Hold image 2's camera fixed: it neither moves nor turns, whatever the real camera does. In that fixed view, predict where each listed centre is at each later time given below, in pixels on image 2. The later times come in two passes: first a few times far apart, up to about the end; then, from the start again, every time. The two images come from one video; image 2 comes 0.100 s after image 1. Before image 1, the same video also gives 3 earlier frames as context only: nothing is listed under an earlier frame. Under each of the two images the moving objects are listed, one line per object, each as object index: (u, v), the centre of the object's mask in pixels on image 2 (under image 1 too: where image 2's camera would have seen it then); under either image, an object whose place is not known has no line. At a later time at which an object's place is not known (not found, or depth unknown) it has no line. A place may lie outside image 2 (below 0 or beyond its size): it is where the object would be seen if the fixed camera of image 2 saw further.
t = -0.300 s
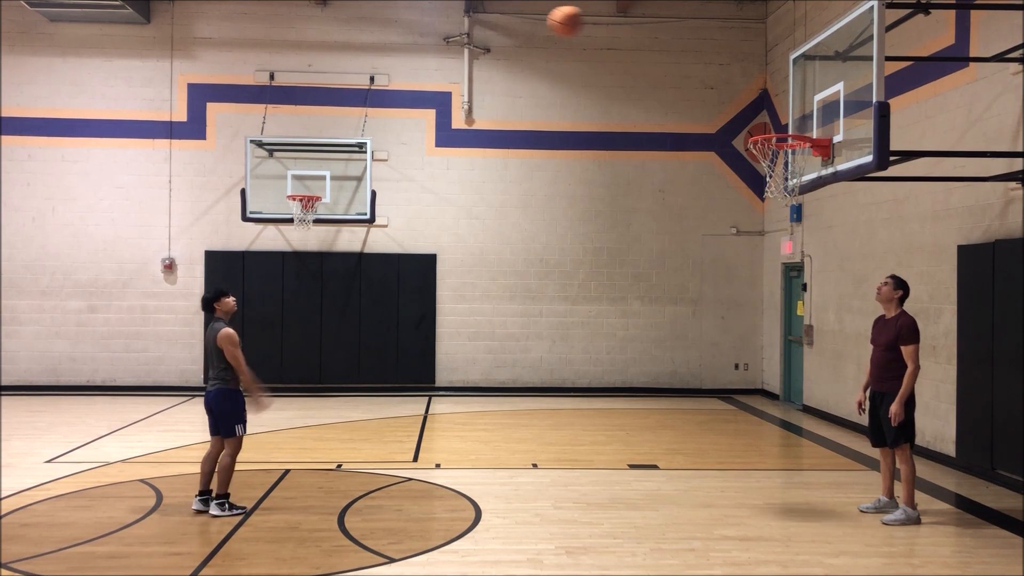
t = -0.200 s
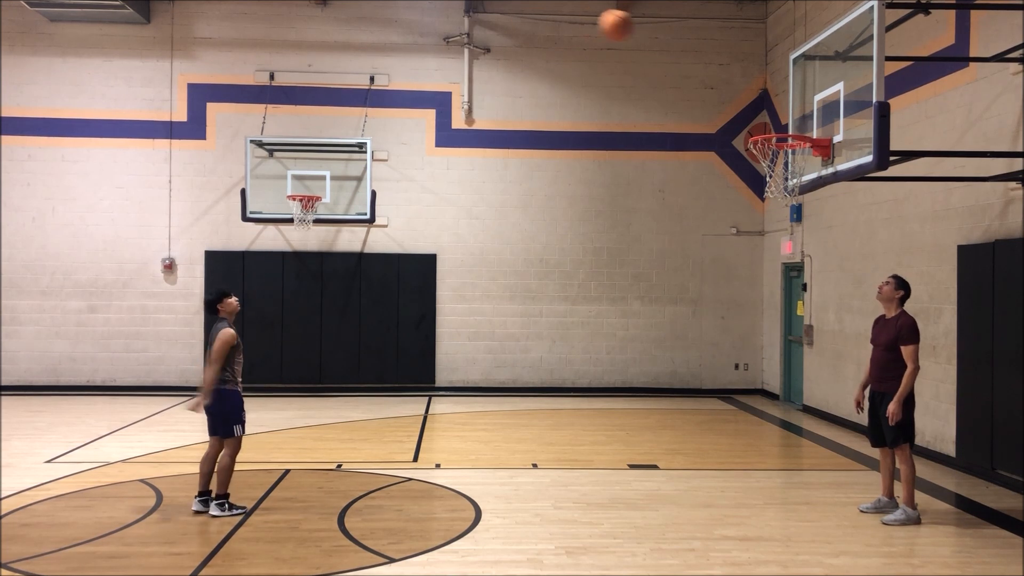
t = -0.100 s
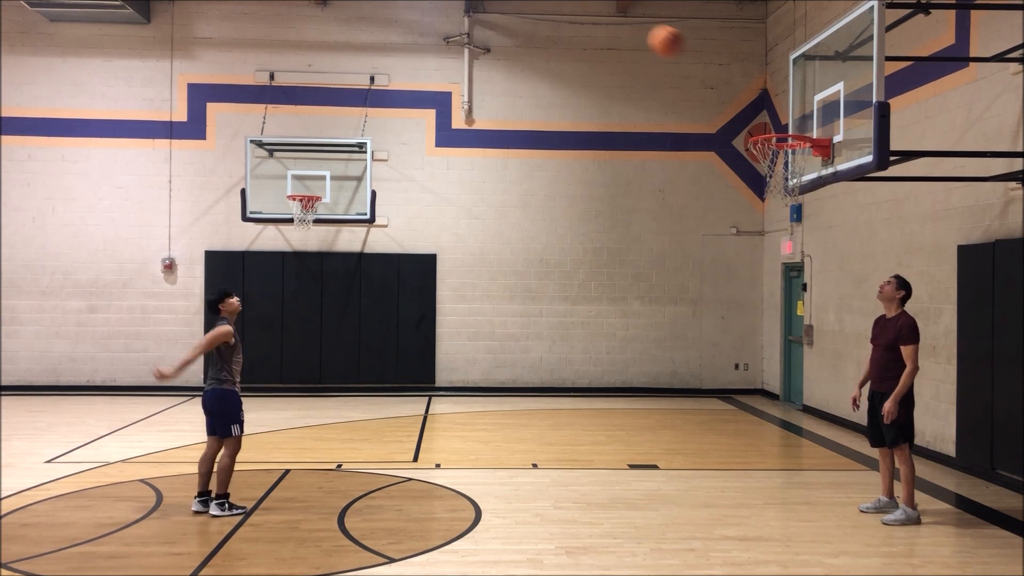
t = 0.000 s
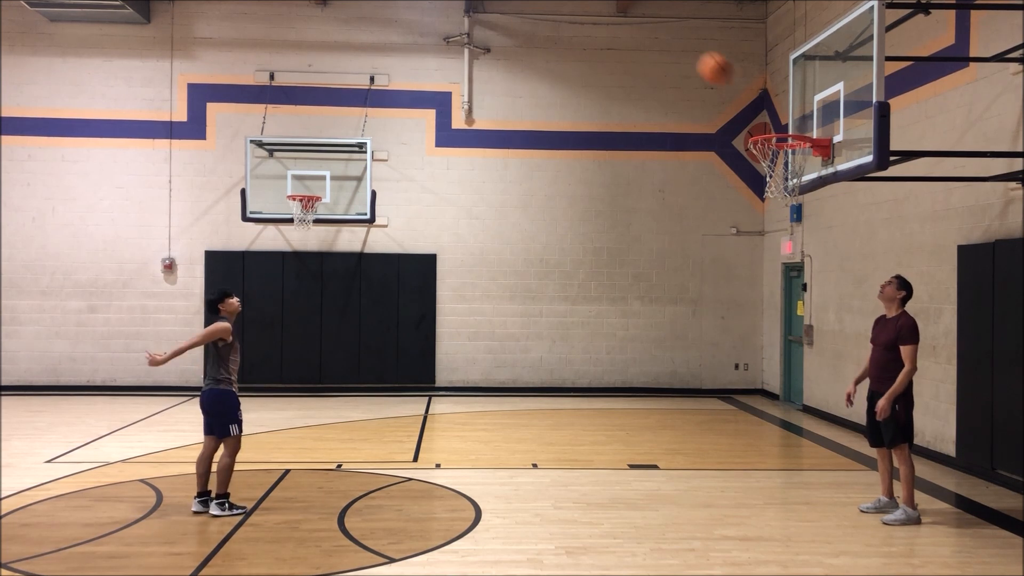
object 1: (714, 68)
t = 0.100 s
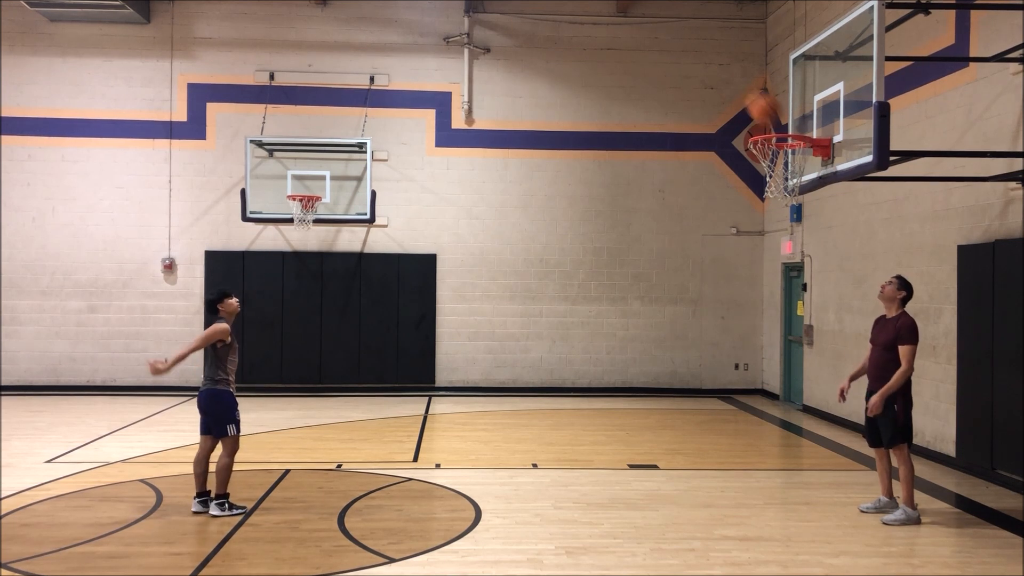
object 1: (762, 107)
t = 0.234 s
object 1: (772, 170)
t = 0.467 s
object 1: (742, 194)
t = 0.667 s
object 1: (723, 250)
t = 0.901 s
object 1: (699, 377)
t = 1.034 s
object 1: (686, 481)
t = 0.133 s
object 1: (777, 122)
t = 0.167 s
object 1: (792, 140)
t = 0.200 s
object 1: (786, 153)
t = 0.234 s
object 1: (772, 170)
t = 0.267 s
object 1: (764, 182)
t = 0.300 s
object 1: (757, 183)
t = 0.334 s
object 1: (754, 184)
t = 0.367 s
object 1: (752, 183)
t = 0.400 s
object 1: (749, 186)
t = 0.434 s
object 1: (745, 190)
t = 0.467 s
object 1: (742, 194)
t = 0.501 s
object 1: (739, 200)
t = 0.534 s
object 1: (736, 207)
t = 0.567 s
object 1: (733, 216)
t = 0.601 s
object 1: (730, 226)
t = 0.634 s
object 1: (726, 237)
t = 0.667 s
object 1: (723, 250)
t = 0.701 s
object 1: (720, 264)
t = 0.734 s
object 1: (716, 279)
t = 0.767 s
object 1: (713, 296)
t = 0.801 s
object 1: (710, 314)
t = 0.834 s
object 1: (707, 333)
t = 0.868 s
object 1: (703, 355)
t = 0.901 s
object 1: (699, 377)
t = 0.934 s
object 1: (696, 398)
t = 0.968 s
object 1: (693, 424)
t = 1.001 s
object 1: (690, 451)
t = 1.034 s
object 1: (686, 481)
